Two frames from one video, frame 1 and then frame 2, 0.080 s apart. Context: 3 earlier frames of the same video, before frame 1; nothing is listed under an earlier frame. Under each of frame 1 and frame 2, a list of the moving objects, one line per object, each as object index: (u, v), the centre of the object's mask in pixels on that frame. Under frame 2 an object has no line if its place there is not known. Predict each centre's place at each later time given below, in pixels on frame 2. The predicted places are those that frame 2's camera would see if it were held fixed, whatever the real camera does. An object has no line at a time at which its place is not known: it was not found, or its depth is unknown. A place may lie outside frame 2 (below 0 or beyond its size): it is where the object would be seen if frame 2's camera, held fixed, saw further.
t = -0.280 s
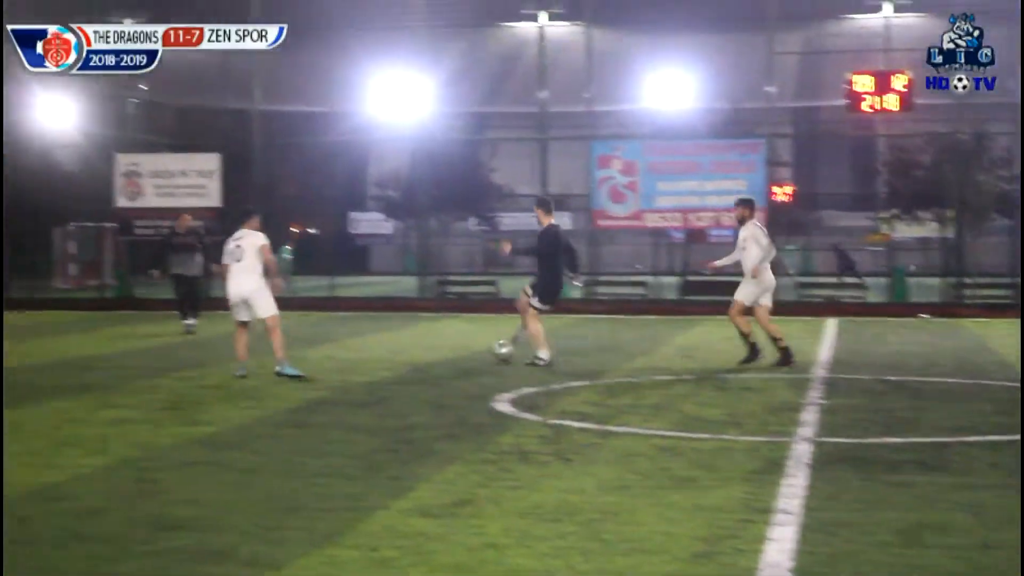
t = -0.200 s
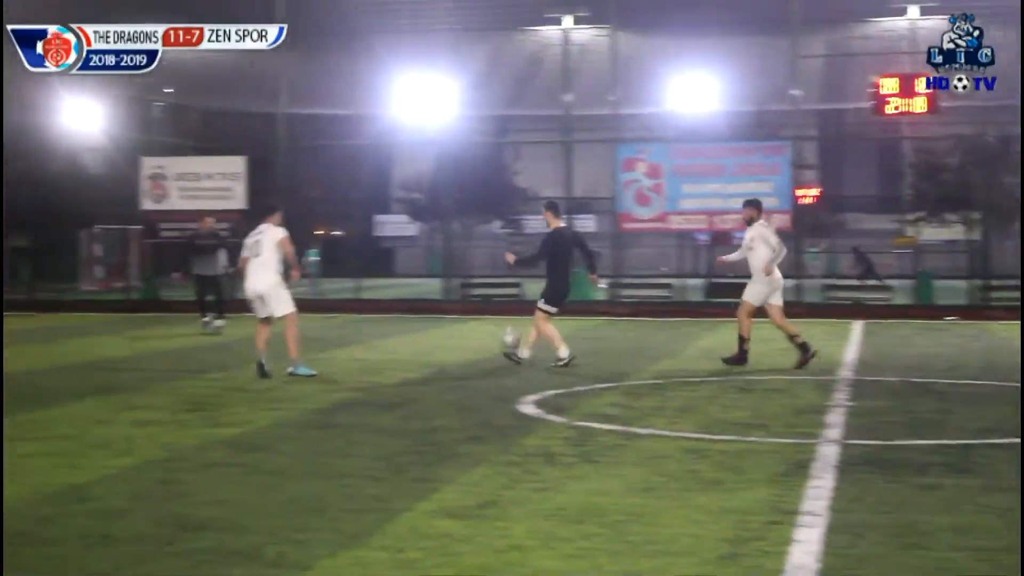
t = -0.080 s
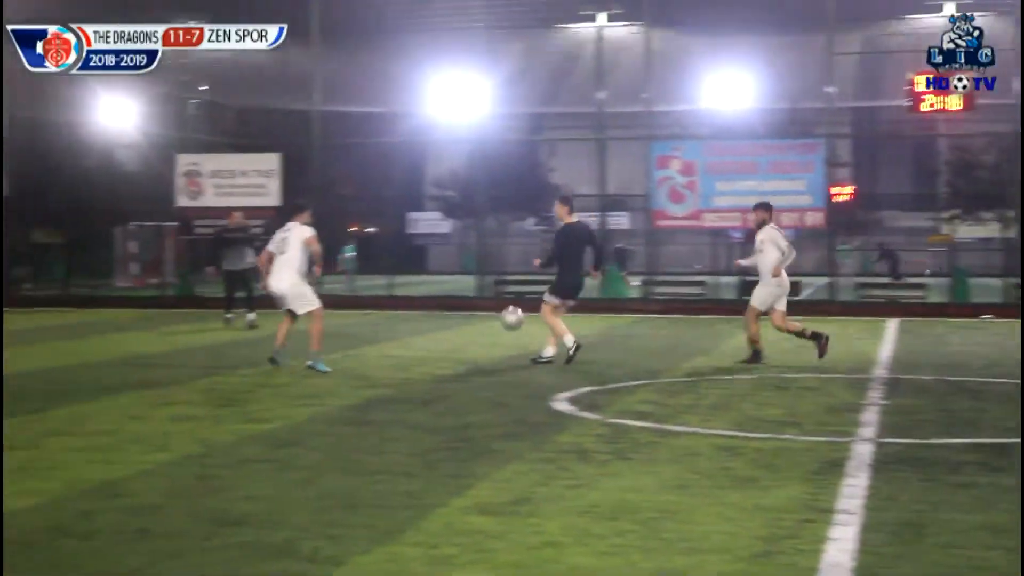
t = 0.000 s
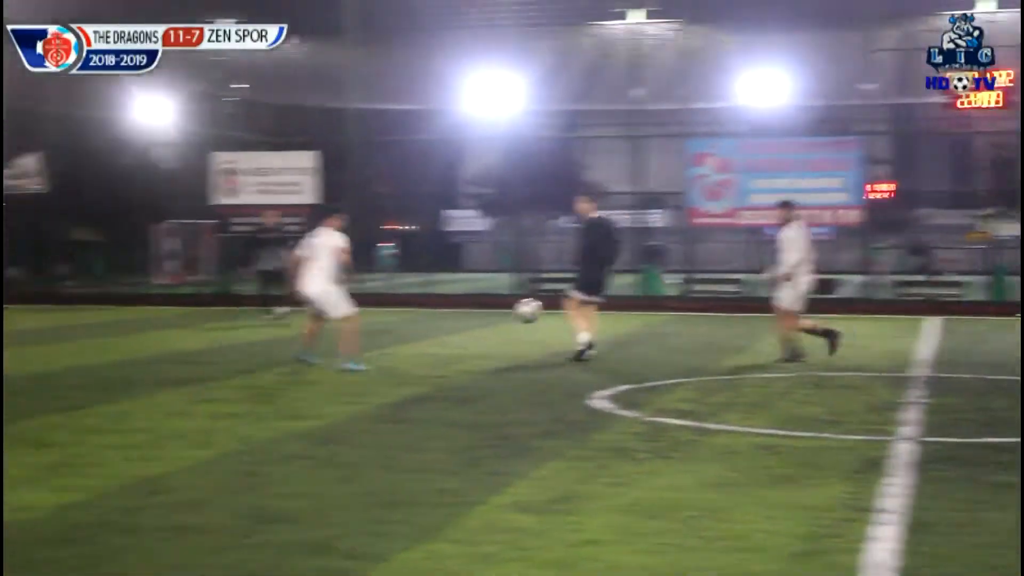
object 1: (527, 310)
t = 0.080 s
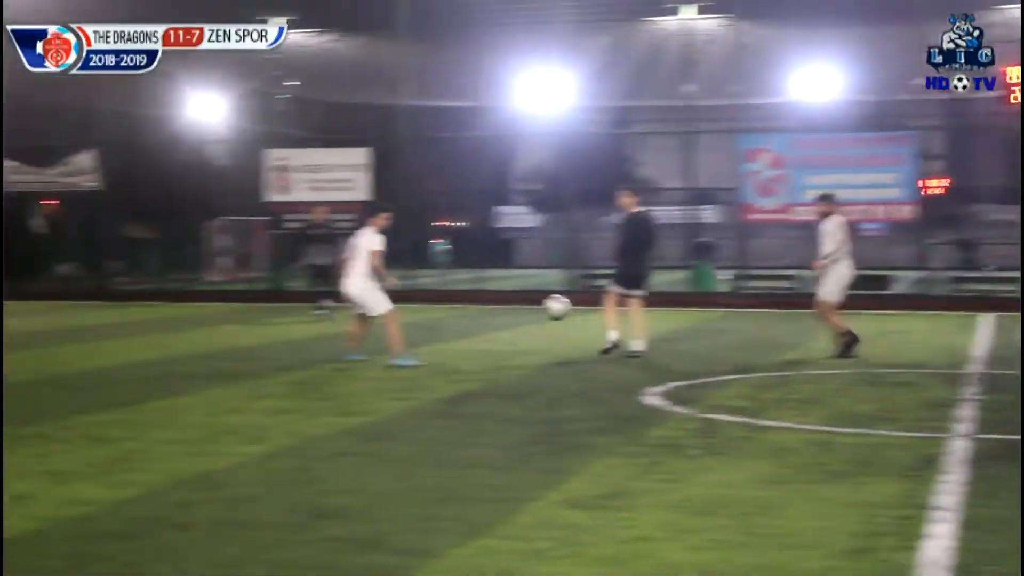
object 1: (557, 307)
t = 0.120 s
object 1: (547, 310)
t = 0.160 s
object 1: (540, 313)
